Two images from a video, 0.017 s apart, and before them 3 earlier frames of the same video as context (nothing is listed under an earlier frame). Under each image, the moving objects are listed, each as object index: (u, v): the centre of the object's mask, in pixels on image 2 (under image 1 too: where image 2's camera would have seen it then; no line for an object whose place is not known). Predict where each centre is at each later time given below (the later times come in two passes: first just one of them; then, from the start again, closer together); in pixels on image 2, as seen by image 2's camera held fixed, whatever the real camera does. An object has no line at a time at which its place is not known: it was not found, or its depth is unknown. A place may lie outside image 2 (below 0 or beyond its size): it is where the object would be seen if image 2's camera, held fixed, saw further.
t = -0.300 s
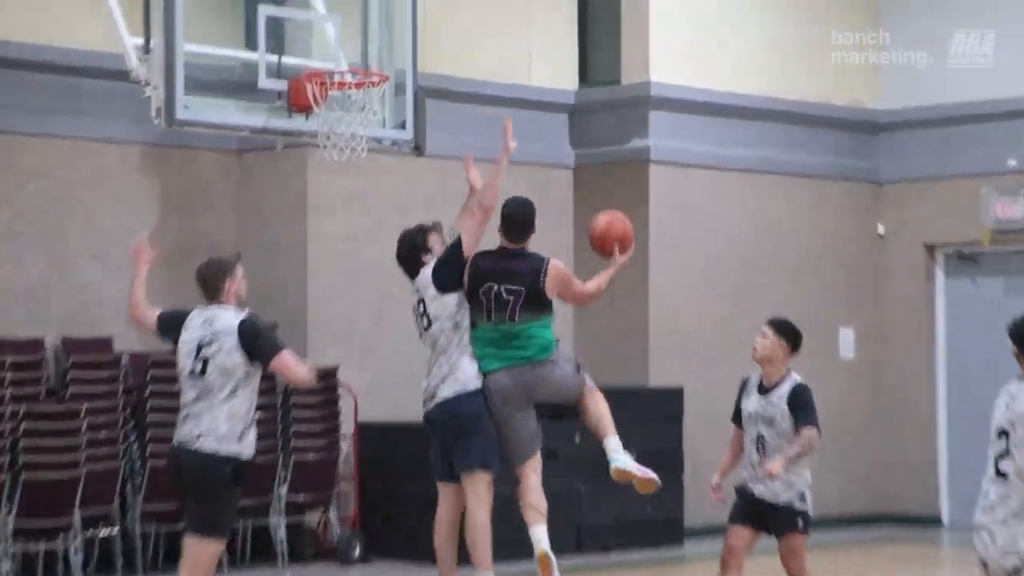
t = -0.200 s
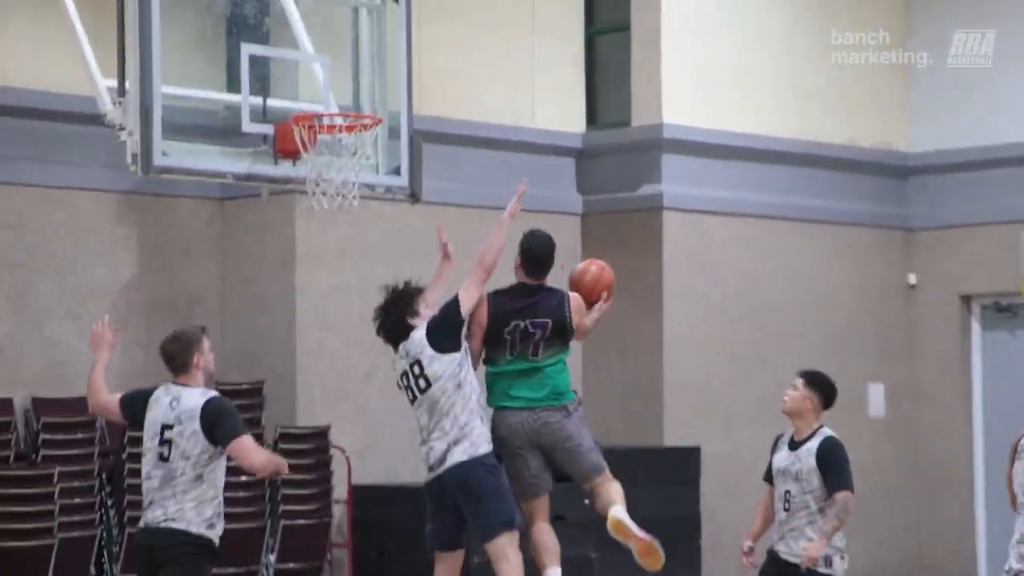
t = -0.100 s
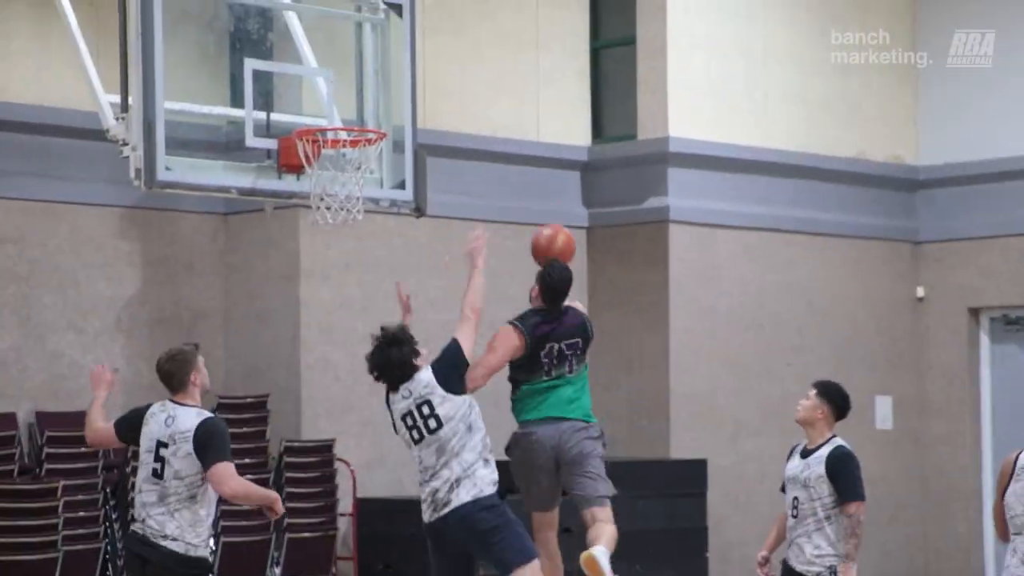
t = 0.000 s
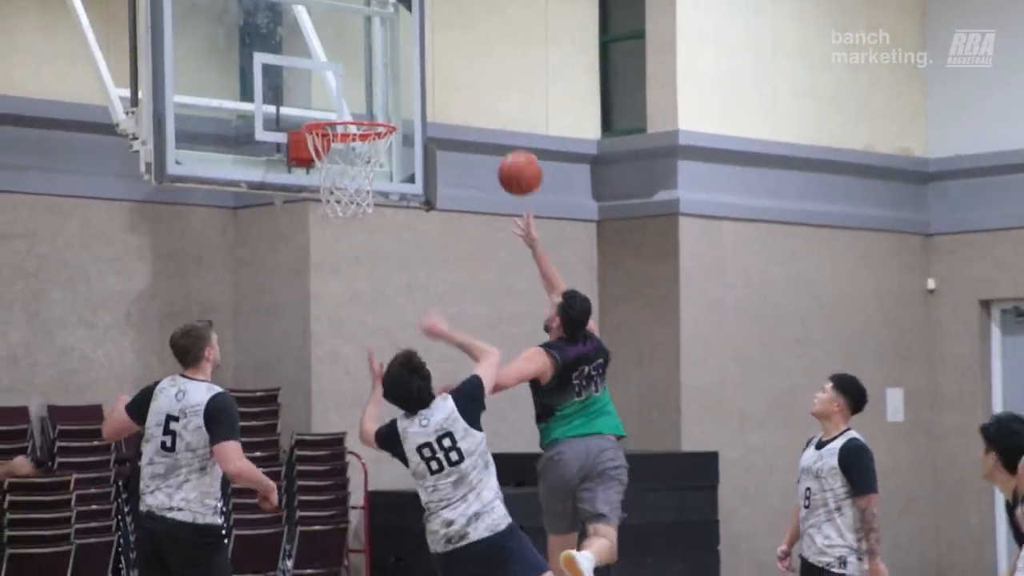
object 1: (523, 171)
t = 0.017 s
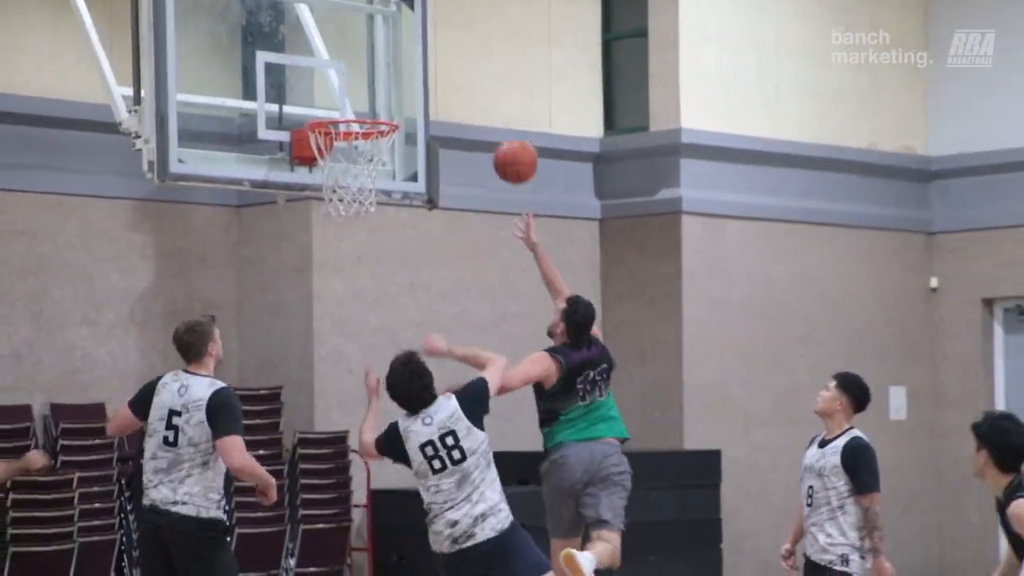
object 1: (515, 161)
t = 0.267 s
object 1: (404, 68)
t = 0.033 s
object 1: (508, 152)
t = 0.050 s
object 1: (500, 143)
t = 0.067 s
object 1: (492, 134)
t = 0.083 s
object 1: (485, 126)
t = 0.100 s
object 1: (478, 118)
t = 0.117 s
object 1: (471, 111)
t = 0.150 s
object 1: (457, 97)
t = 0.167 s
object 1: (449, 91)
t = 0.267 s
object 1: (404, 68)
